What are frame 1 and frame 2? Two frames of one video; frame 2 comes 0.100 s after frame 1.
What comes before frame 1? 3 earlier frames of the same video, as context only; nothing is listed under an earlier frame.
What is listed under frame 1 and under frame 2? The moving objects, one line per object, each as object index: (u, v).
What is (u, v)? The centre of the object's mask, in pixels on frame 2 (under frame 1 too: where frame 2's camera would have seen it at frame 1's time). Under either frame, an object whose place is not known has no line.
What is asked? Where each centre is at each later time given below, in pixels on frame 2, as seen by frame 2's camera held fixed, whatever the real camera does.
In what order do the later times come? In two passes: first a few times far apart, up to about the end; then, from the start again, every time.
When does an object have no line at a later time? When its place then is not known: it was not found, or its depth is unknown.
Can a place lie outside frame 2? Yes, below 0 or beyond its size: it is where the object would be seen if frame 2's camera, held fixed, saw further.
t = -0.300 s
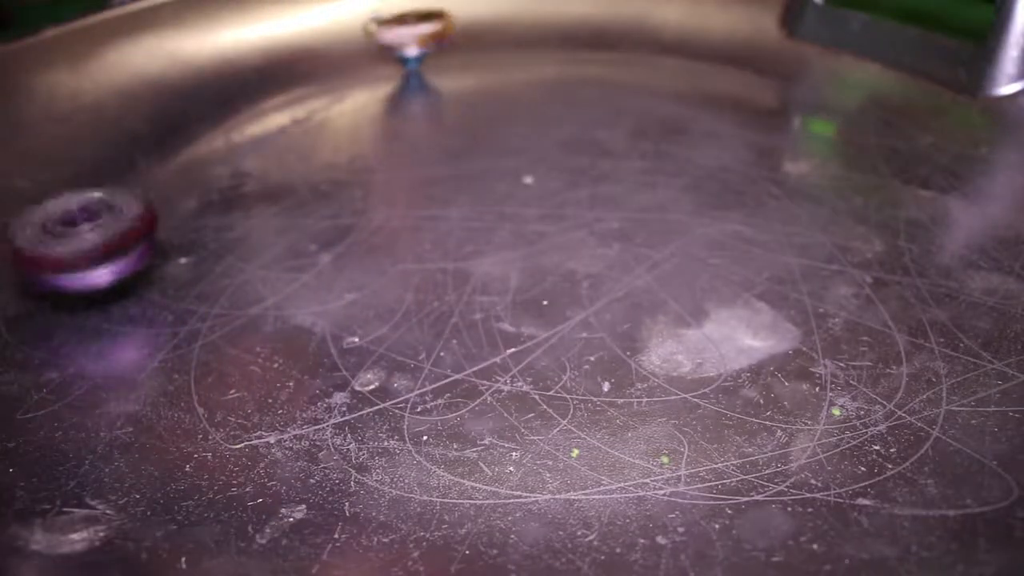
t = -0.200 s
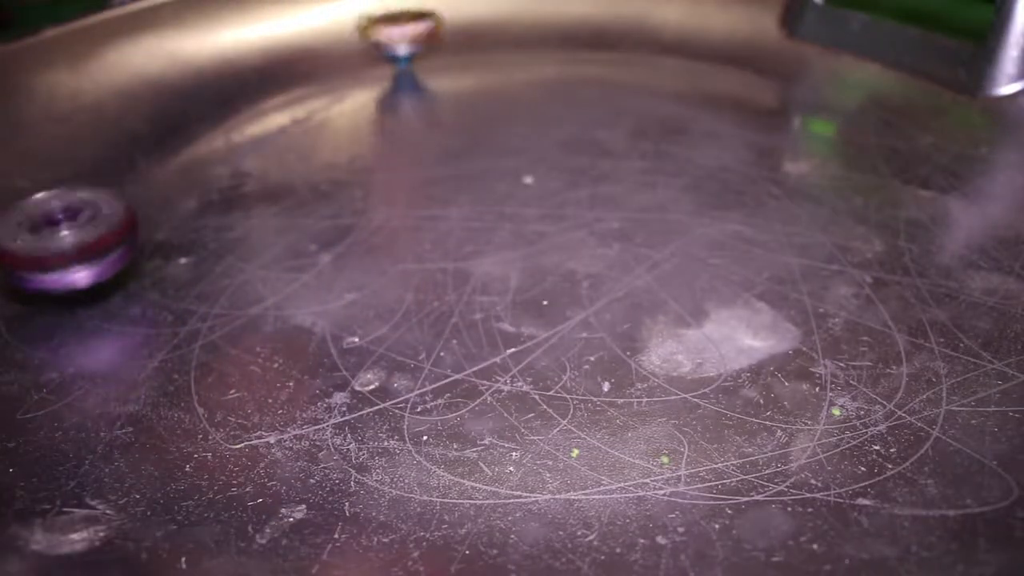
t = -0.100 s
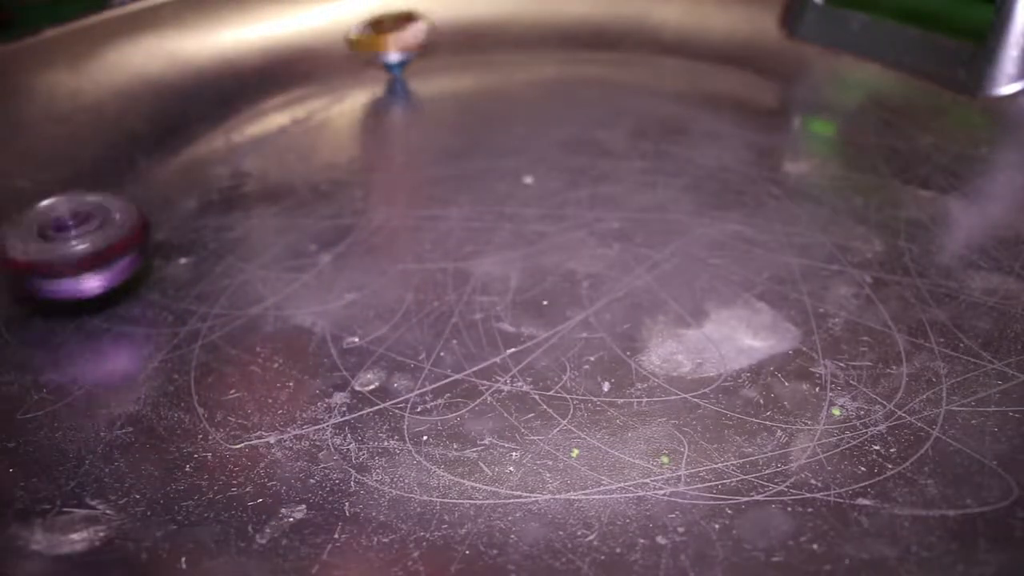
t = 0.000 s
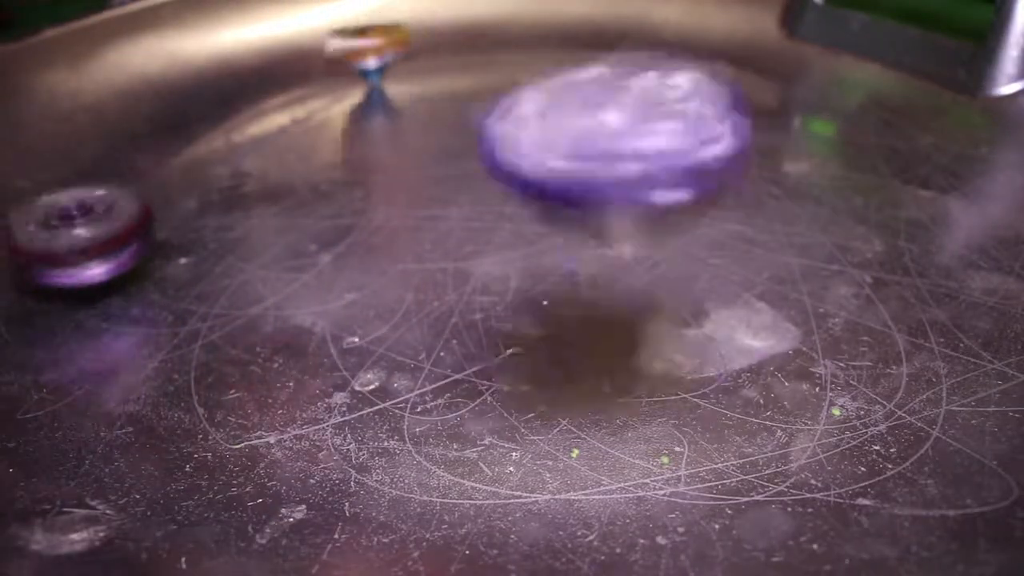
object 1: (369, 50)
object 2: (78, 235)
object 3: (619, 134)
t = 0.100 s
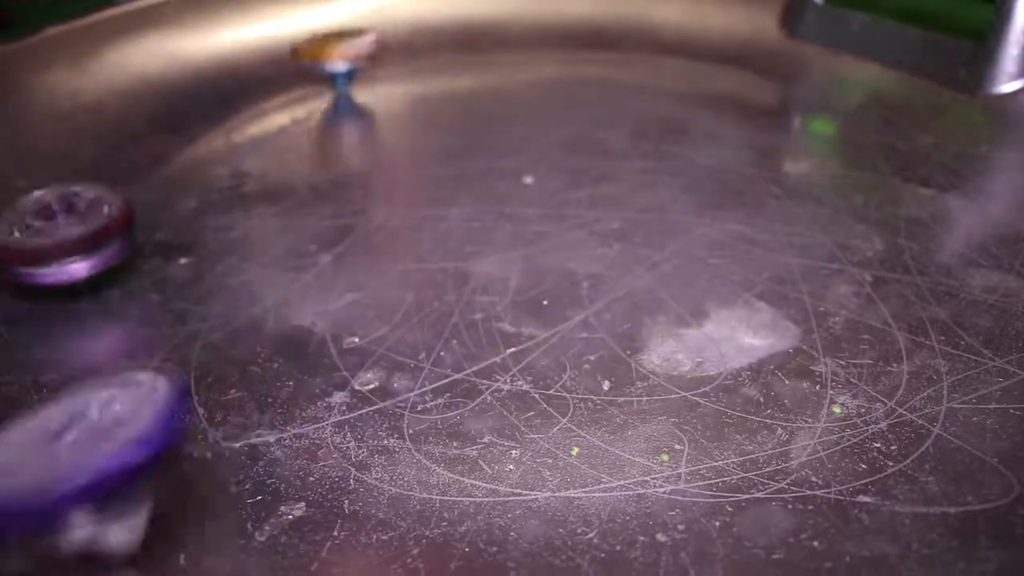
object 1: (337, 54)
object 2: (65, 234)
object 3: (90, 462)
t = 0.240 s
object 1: (284, 58)
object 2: (76, 231)
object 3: (132, 305)
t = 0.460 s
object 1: (224, 88)
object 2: (63, 218)
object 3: (88, 299)
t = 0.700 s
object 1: (203, 121)
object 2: (115, 157)
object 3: (382, 285)
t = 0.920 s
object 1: (335, 81)
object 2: (238, 200)
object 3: (483, 403)
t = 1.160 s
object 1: (397, 75)
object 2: (555, 230)
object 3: (468, 391)
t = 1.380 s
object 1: (392, 77)
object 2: (735, 392)
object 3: (433, 307)
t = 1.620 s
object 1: (392, 77)
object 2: (719, 326)
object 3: (427, 290)
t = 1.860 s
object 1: (390, 78)
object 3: (424, 293)
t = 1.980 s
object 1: (389, 78)
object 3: (418, 295)
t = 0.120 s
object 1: (331, 56)
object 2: (60, 236)
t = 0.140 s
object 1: (325, 55)
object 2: (63, 240)
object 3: (208, 343)
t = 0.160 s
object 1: (317, 56)
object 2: (62, 242)
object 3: (241, 293)
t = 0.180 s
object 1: (310, 55)
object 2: (65, 246)
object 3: (258, 276)
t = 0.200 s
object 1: (304, 55)
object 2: (71, 247)
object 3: (233, 285)
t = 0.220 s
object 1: (293, 56)
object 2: (73, 240)
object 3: (184, 295)
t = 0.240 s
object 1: (284, 58)
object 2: (76, 231)
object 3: (132, 305)
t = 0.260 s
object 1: (282, 66)
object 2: (90, 228)
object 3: (90, 314)
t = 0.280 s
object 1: (273, 68)
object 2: (89, 229)
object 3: (73, 322)
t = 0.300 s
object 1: (272, 71)
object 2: (90, 228)
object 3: (78, 323)
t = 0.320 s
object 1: (270, 73)
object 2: (88, 228)
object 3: (87, 324)
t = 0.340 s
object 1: (266, 75)
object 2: (88, 229)
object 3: (88, 332)
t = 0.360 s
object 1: (266, 76)
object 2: (88, 230)
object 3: (82, 336)
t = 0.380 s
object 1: (255, 77)
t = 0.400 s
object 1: (248, 83)
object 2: (86, 228)
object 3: (76, 334)
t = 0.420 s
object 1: (240, 84)
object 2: (79, 228)
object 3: (75, 331)
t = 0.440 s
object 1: (230, 88)
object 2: (73, 223)
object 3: (79, 320)
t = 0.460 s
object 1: (224, 88)
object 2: (63, 218)
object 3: (88, 299)
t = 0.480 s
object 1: (209, 94)
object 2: (57, 214)
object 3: (99, 286)
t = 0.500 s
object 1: (199, 92)
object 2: (60, 210)
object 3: (118, 299)
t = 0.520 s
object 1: (183, 98)
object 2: (60, 195)
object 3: (147, 289)
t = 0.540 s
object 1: (178, 100)
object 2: (59, 183)
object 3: (175, 277)
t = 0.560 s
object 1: (166, 105)
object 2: (64, 172)
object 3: (202, 268)
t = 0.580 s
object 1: (159, 110)
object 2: (73, 162)
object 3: (232, 263)
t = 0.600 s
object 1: (156, 112)
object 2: (81, 156)
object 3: (262, 261)
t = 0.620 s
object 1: (174, 109)
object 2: (78, 157)
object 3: (289, 263)
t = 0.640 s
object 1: (181, 117)
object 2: (75, 161)
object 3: (314, 265)
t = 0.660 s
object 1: (188, 114)
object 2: (79, 163)
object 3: (341, 269)
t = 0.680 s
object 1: (197, 113)
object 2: (95, 162)
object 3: (363, 276)
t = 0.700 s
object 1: (203, 121)
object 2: (115, 157)
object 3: (382, 285)
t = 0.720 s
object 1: (249, 106)
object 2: (74, 164)
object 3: (395, 297)
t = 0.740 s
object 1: (321, 94)
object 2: (48, 175)
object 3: (401, 313)
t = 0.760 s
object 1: (366, 79)
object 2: (32, 183)
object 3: (412, 325)
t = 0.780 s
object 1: (388, 73)
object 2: (26, 198)
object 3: (430, 333)
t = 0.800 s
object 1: (392, 62)
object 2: (47, 215)
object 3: (442, 345)
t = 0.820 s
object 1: (375, 63)
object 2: (71, 218)
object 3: (450, 357)
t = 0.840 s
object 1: (356, 62)
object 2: (106, 211)
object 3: (455, 369)
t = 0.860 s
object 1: (343, 71)
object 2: (142, 208)
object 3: (462, 377)
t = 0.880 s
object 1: (337, 77)
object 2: (177, 205)
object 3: (469, 386)
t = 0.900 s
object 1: (336, 83)
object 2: (207, 202)
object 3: (473, 394)
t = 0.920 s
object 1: (335, 81)
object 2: (238, 200)
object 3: (483, 403)
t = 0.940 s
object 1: (338, 82)
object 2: (267, 198)
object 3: (489, 414)
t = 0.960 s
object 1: (346, 84)
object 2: (299, 197)
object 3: (489, 425)
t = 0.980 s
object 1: (354, 85)
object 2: (327, 194)
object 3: (493, 429)
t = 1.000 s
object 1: (362, 85)
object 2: (355, 194)
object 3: (503, 429)
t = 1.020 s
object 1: (373, 82)
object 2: (379, 198)
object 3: (513, 425)
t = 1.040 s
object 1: (381, 79)
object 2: (405, 201)
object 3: (520, 418)
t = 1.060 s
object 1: (387, 79)
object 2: (432, 205)
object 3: (520, 413)
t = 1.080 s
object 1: (393, 77)
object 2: (456, 208)
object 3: (510, 405)
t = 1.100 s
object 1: (395, 76)
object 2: (481, 212)
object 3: (500, 400)
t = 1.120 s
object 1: (397, 75)
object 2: (506, 217)
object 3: (492, 397)
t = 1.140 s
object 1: (397, 75)
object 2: (531, 224)
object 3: (480, 395)
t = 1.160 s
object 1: (397, 75)
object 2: (555, 230)
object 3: (468, 391)
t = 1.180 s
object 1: (397, 75)
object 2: (579, 239)
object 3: (456, 386)
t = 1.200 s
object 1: (397, 75)
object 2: (601, 249)
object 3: (444, 379)
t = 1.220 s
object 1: (397, 75)
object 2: (624, 259)
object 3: (438, 371)
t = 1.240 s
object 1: (397, 75)
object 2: (644, 273)
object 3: (433, 364)
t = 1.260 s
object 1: (396, 76)
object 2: (666, 287)
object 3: (431, 355)
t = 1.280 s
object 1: (393, 77)
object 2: (686, 300)
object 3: (427, 344)
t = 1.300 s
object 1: (389, 78)
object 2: (701, 314)
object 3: (429, 335)
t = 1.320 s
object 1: (386, 79)
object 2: (708, 326)
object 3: (428, 327)
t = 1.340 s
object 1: (386, 79)
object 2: (718, 346)
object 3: (433, 321)
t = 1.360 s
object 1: (389, 79)
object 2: (730, 368)
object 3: (433, 314)
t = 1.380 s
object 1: (392, 77)
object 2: (735, 392)
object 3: (433, 307)
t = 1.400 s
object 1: (394, 76)
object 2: (746, 415)
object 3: (433, 301)
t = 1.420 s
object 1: (395, 76)
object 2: (761, 429)
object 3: (433, 295)
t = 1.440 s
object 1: (396, 76)
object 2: (775, 437)
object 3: (433, 293)
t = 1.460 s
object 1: (395, 76)
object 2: (784, 436)
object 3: (427, 290)
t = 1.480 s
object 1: (395, 76)
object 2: (791, 429)
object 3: (427, 290)
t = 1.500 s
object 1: (394, 77)
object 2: (787, 419)
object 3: (429, 289)
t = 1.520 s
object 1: (393, 77)
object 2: (774, 406)
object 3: (427, 290)
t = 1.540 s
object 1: (392, 77)
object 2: (761, 392)
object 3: (426, 290)
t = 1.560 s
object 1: (389, 78)
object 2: (745, 375)
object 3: (427, 290)
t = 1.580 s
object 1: (388, 79)
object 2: (736, 360)
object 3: (427, 290)
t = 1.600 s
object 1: (391, 78)
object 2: (725, 341)
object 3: (427, 290)
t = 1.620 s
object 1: (392, 77)
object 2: (719, 326)
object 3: (427, 290)
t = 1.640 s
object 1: (391, 77)
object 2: (715, 315)
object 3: (427, 290)
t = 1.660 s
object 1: (389, 78)
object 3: (427, 291)
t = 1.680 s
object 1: (388, 78)
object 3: (427, 291)
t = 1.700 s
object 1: (390, 78)
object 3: (427, 291)
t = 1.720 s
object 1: (391, 77)
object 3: (427, 291)
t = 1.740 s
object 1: (390, 78)
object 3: (427, 291)
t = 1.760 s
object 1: (389, 78)
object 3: (427, 291)
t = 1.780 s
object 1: (390, 78)
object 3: (427, 291)
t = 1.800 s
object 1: (390, 78)
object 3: (427, 291)
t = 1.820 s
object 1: (390, 78)
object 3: (427, 292)
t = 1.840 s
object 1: (390, 78)
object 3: (426, 292)
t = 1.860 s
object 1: (390, 78)
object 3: (424, 293)
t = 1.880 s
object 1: (390, 79)
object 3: (423, 293)
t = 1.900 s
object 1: (390, 78)
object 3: (420, 293)
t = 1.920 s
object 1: (390, 79)
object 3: (421, 294)
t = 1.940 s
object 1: (390, 79)
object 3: (420, 294)
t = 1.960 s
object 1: (389, 78)
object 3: (419, 294)
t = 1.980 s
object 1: (389, 78)
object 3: (418, 295)
